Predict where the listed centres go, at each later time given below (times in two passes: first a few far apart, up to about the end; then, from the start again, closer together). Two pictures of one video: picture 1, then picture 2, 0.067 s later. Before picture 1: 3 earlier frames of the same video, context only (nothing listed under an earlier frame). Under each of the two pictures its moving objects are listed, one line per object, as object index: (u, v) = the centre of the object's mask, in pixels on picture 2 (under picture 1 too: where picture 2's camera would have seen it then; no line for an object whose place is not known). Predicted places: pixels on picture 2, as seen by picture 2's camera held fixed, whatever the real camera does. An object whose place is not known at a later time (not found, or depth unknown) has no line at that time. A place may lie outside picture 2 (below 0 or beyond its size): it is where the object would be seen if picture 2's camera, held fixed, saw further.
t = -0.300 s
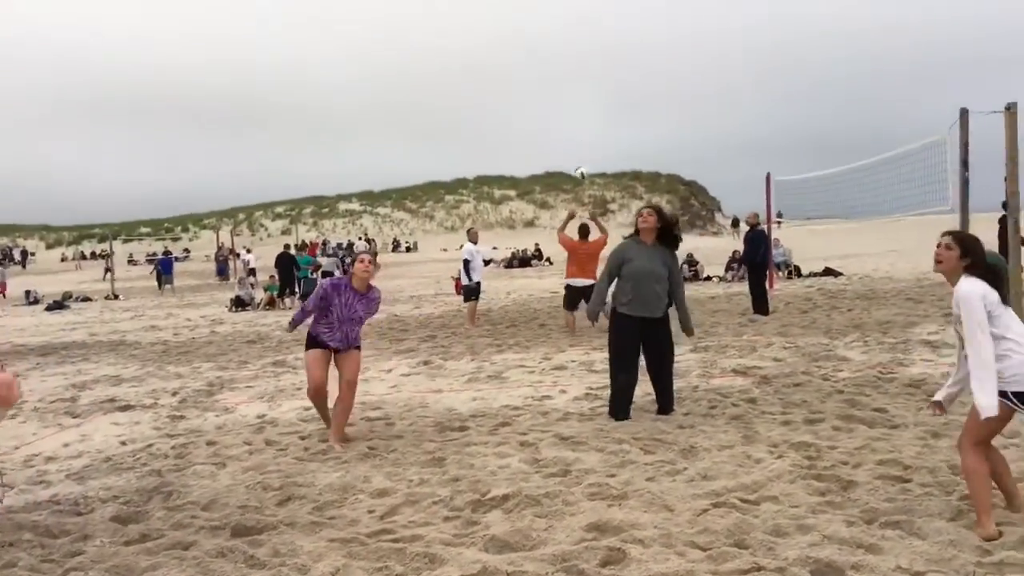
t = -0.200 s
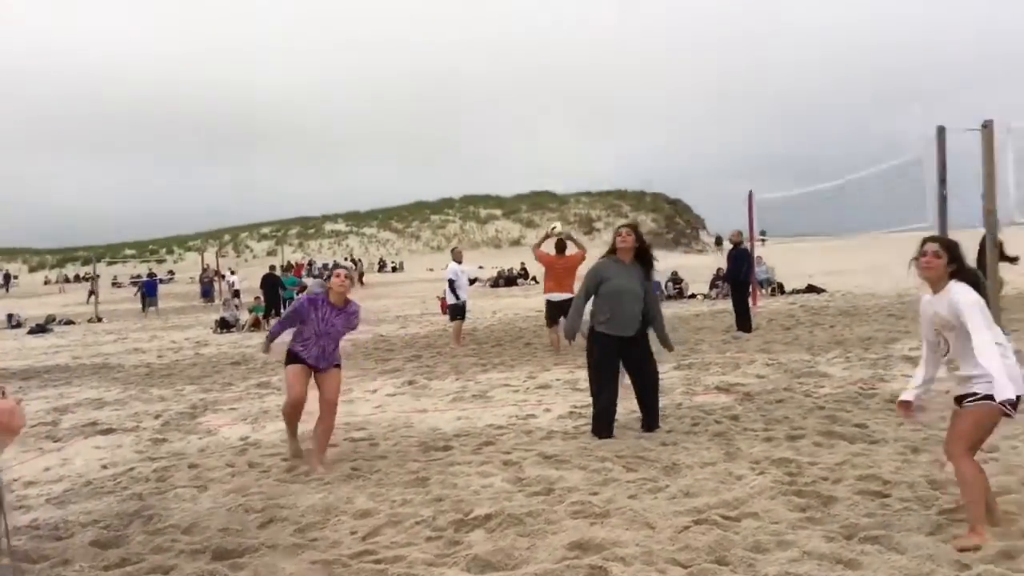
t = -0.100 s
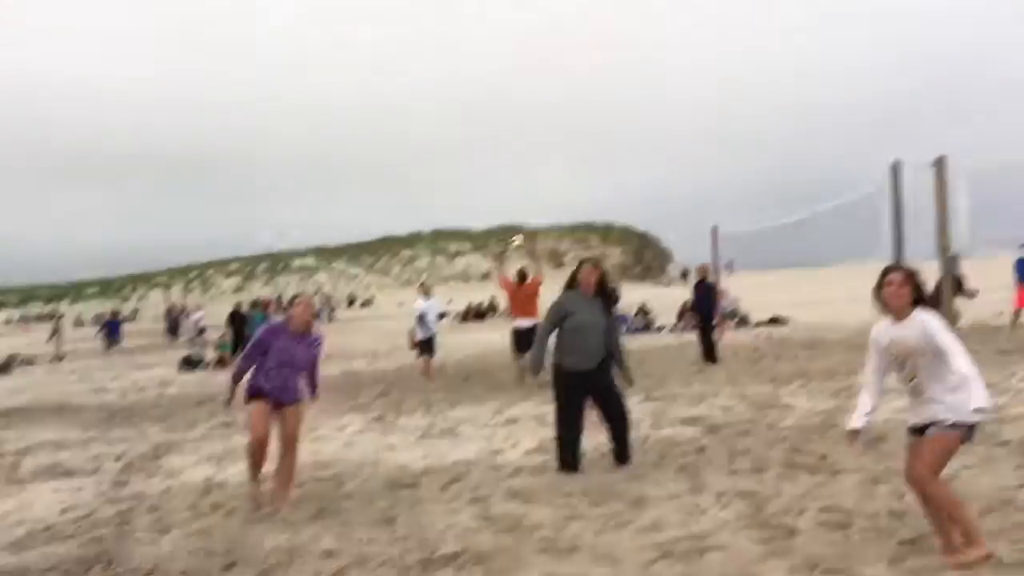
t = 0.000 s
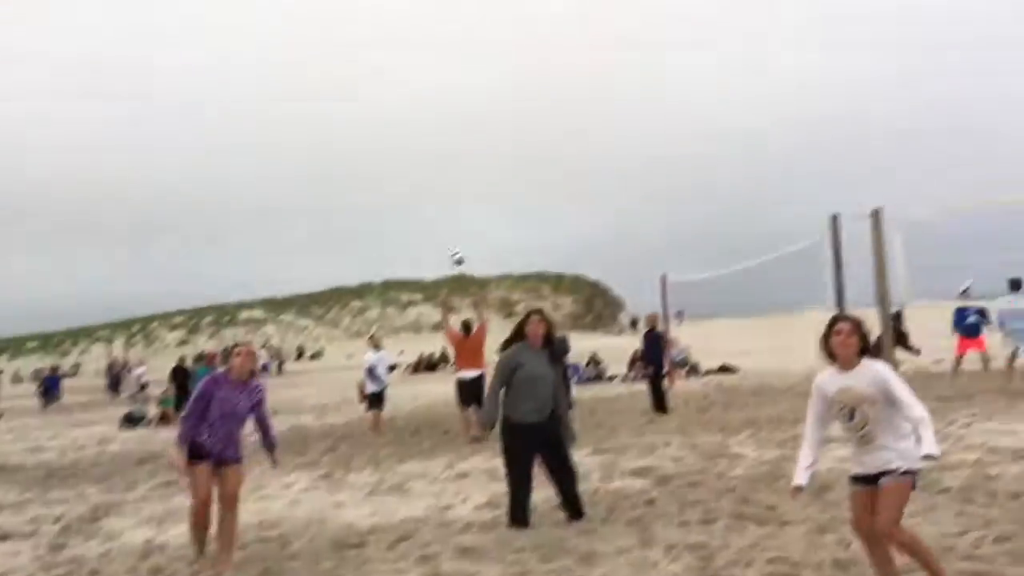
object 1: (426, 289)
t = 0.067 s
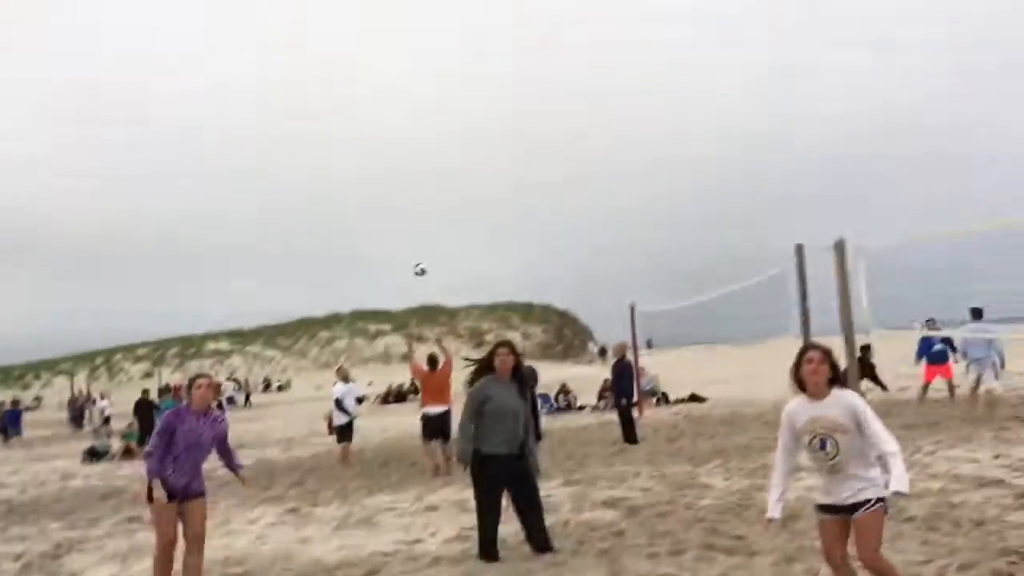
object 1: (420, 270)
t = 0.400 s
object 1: (390, 225)
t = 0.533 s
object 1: (381, 228)
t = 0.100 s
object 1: (416, 262)
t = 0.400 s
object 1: (390, 225)
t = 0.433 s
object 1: (387, 225)
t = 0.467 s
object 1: (385, 225)
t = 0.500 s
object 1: (383, 226)
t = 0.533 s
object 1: (381, 228)
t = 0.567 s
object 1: (378, 230)
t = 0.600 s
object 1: (376, 233)
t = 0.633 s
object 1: (375, 237)
